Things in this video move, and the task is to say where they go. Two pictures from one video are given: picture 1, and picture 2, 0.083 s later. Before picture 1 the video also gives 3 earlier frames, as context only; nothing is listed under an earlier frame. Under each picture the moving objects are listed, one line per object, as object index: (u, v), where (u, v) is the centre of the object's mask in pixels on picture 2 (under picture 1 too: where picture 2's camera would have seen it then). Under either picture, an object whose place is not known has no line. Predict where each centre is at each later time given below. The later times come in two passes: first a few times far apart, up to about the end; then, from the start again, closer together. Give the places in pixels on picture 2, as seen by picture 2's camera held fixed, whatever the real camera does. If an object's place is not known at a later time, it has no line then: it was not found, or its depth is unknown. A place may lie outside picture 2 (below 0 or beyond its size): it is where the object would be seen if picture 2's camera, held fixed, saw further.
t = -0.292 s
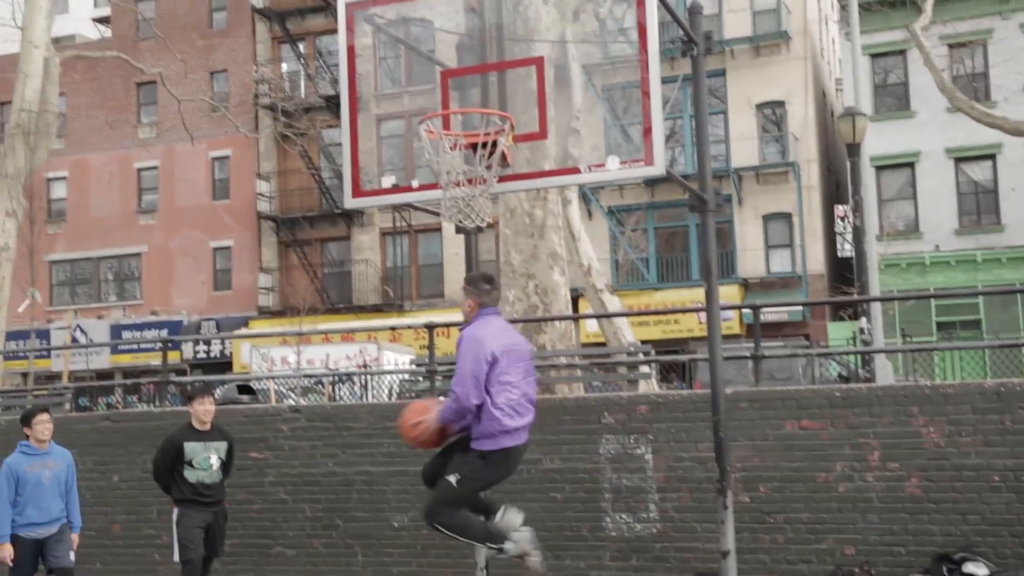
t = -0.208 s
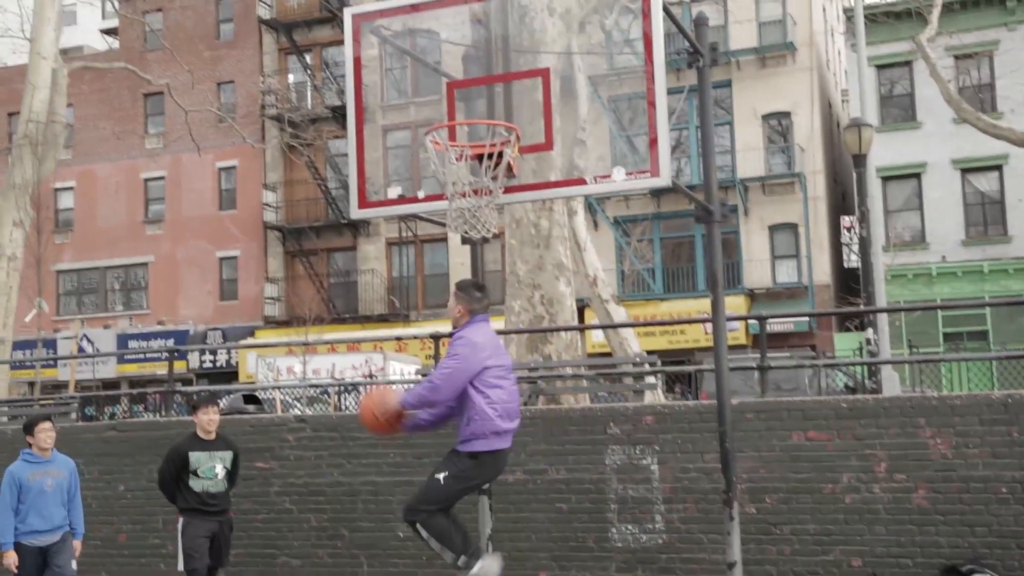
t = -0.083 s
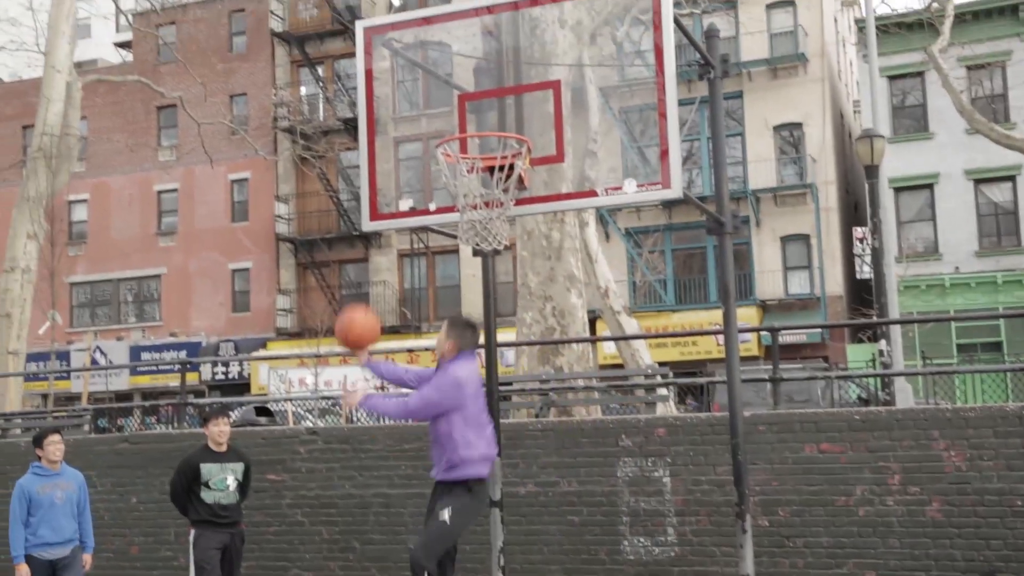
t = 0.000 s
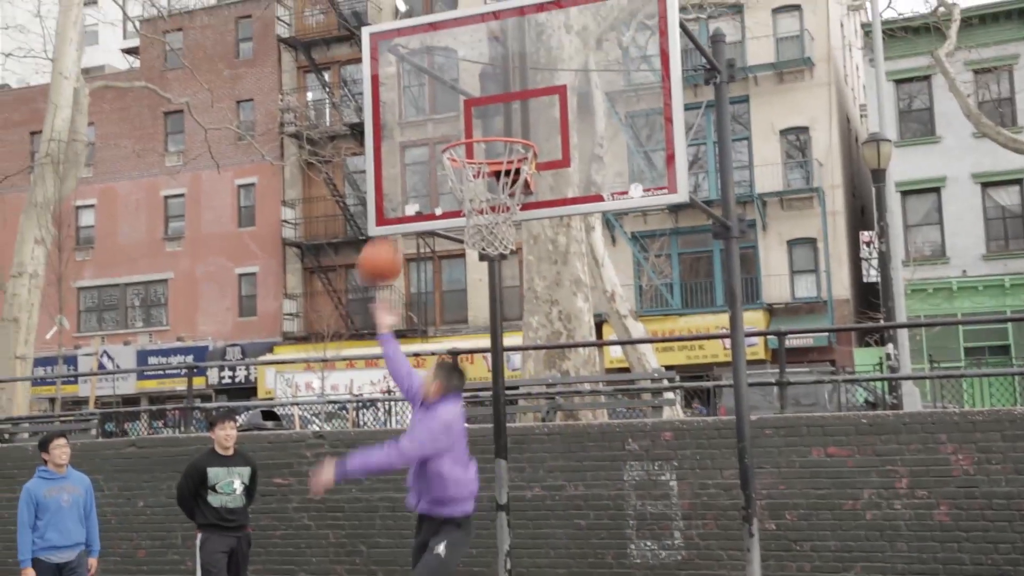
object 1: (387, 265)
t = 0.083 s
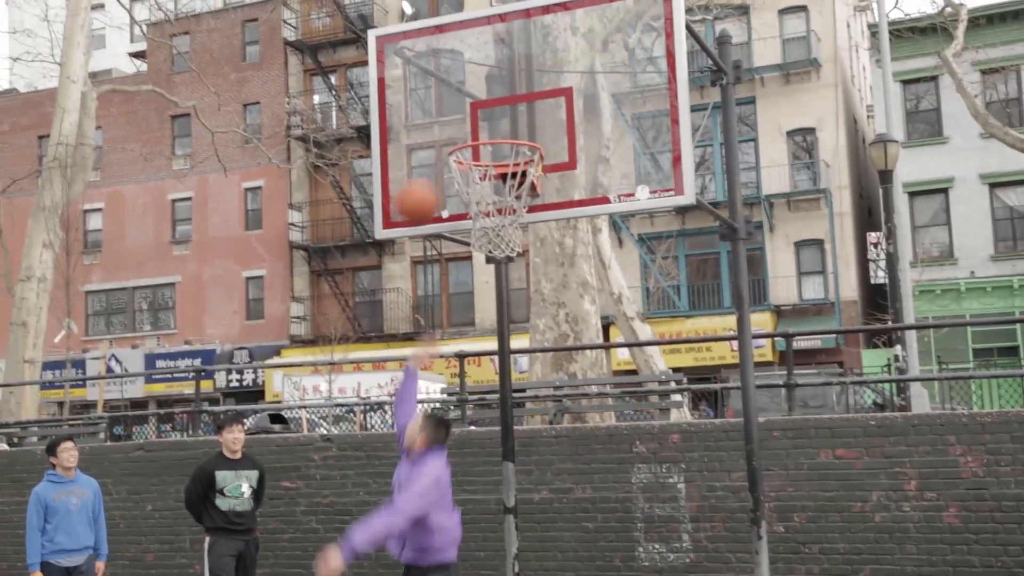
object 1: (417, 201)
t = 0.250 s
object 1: (471, 113)
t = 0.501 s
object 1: (496, 79)
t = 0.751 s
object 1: (508, 152)
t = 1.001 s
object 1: (469, 181)
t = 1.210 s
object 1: (492, 220)
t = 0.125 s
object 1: (430, 176)
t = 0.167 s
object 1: (441, 149)
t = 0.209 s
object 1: (459, 129)
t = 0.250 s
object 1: (471, 113)
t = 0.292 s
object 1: (475, 101)
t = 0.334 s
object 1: (478, 91)
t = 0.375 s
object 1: (481, 83)
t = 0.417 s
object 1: (486, 81)
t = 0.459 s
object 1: (491, 79)
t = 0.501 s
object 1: (496, 79)
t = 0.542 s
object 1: (500, 85)
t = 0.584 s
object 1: (504, 94)
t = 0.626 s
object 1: (509, 105)
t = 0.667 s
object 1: (516, 119)
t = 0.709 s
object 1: (520, 132)
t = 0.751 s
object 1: (508, 152)
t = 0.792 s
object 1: (496, 167)
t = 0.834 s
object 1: (478, 182)
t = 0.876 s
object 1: (469, 183)
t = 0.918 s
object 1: (464, 186)
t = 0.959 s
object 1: (463, 182)
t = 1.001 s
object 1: (469, 181)
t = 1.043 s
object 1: (469, 181)
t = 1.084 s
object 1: (480, 194)
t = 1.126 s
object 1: (482, 197)
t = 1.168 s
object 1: (484, 207)
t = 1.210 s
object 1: (492, 220)
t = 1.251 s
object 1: (498, 230)
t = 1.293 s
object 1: (507, 240)
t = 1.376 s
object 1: (522, 266)
